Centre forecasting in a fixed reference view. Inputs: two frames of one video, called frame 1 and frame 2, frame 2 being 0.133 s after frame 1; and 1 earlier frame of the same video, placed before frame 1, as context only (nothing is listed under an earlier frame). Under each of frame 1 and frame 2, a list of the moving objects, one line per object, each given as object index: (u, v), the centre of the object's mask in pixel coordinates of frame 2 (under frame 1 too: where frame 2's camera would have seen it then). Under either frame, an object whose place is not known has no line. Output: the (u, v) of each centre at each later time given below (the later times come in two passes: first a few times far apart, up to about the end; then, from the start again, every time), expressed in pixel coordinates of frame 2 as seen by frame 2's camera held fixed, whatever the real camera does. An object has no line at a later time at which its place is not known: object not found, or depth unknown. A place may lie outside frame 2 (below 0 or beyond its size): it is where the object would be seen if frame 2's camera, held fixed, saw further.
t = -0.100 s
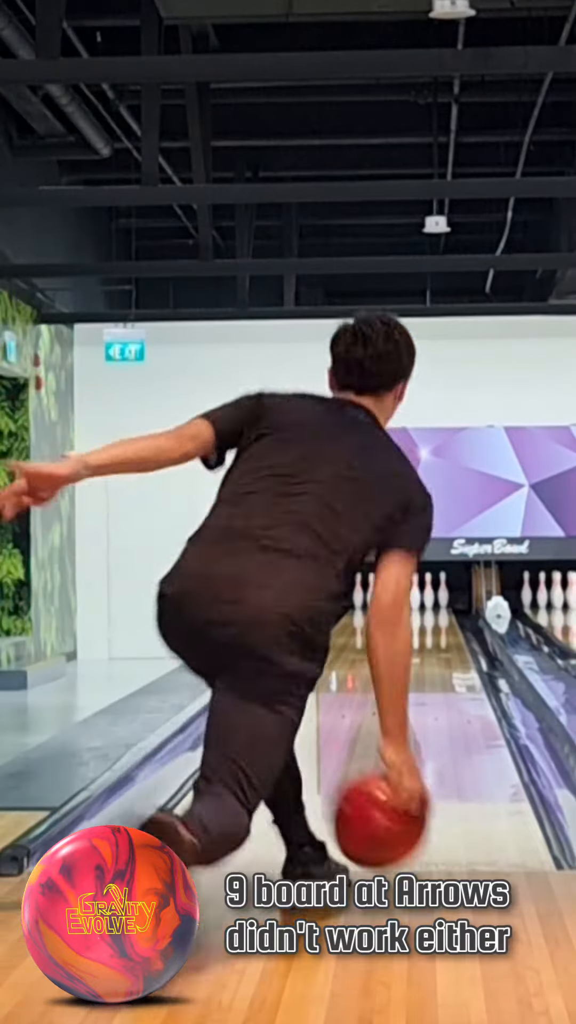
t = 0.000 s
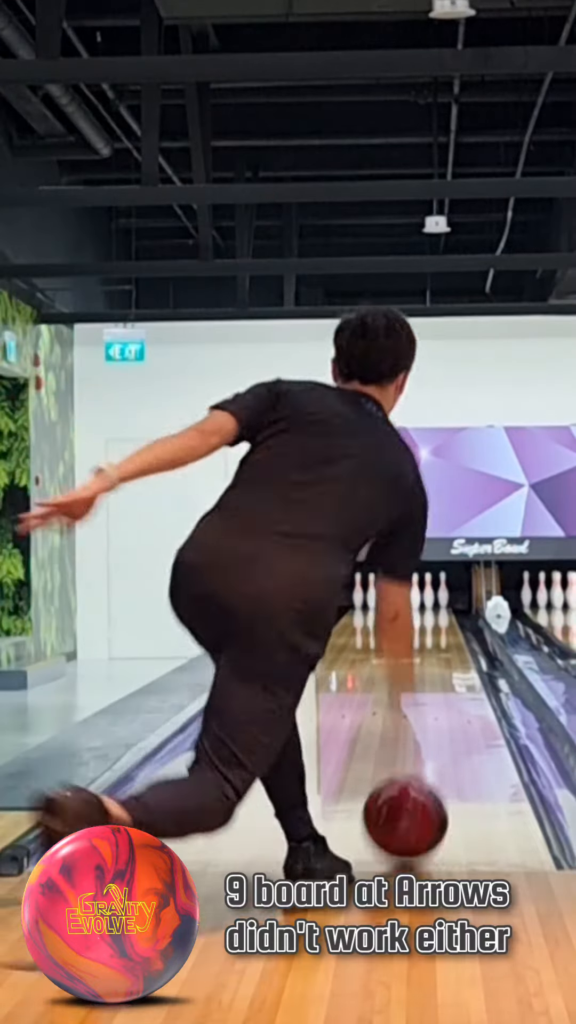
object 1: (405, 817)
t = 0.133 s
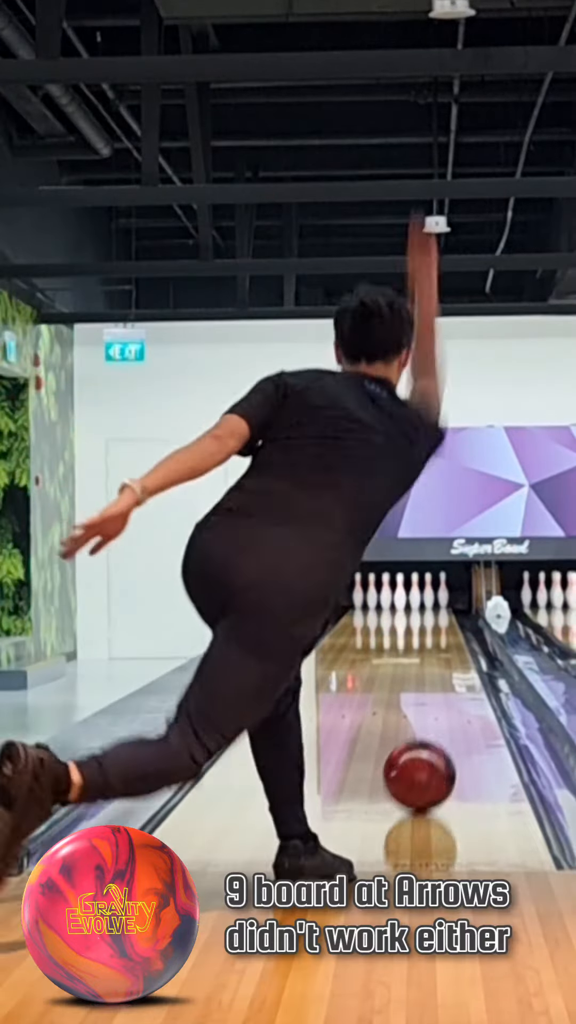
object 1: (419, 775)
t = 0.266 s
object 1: (429, 742)
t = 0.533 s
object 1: (441, 696)
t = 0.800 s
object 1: (447, 670)
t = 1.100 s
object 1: (447, 647)
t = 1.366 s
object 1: (444, 633)
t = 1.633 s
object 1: (438, 622)
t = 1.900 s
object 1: (429, 614)
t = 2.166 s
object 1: (417, 608)
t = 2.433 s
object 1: (403, 603)
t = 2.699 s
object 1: (398, 598)
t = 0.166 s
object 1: (422, 766)
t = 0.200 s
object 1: (425, 758)
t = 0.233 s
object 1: (427, 750)
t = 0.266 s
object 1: (429, 742)
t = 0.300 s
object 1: (431, 735)
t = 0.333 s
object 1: (433, 728)
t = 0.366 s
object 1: (435, 722)
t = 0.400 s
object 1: (436, 716)
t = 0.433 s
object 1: (438, 711)
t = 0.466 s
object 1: (439, 705)
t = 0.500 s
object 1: (440, 701)
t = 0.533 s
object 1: (441, 696)
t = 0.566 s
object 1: (442, 692)
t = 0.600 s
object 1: (443, 688)
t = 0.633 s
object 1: (444, 685)
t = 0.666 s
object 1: (445, 682)
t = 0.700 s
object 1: (445, 678)
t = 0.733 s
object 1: (446, 675)
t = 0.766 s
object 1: (446, 672)
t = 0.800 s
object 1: (447, 670)
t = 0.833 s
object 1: (447, 666)
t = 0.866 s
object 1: (448, 663)
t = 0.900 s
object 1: (448, 661)
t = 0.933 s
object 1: (448, 658)
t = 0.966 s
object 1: (448, 656)
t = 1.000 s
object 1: (448, 653)
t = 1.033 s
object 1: (448, 651)
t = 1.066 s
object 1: (448, 649)
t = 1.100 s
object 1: (447, 647)
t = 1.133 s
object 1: (447, 645)
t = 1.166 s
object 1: (448, 644)
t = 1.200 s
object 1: (447, 641)
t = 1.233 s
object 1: (446, 638)
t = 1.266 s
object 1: (446, 637)
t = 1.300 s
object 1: (444, 636)
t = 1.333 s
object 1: (444, 635)
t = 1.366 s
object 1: (444, 633)
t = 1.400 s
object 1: (444, 631)
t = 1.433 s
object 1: (443, 630)
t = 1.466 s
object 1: (442, 628)
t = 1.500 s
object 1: (441, 627)
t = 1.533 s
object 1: (440, 626)
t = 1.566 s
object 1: (440, 624)
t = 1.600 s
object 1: (438, 623)
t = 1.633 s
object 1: (438, 622)
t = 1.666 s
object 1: (438, 621)
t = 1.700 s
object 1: (436, 620)
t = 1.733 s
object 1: (436, 619)
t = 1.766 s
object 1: (434, 619)
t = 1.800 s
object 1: (433, 617)
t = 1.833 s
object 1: (432, 616)
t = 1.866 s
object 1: (431, 615)
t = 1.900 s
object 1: (429, 614)
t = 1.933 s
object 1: (429, 613)
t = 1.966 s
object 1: (427, 612)
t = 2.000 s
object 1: (426, 611)
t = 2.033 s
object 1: (424, 610)
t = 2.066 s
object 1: (422, 609)
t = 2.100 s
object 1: (420, 609)
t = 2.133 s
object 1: (419, 608)
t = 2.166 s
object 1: (417, 608)
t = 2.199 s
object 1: (416, 607)
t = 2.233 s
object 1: (415, 606)
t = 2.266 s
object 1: (413, 605)
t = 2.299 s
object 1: (411, 605)
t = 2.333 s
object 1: (408, 604)
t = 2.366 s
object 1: (406, 604)
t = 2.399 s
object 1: (404, 603)
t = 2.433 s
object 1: (403, 603)
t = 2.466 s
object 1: (401, 603)
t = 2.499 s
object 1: (400, 602)
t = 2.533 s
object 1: (399, 601)
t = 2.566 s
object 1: (398, 601)
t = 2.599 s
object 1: (398, 599)
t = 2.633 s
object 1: (398, 599)
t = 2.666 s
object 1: (398, 599)
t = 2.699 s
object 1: (398, 598)
